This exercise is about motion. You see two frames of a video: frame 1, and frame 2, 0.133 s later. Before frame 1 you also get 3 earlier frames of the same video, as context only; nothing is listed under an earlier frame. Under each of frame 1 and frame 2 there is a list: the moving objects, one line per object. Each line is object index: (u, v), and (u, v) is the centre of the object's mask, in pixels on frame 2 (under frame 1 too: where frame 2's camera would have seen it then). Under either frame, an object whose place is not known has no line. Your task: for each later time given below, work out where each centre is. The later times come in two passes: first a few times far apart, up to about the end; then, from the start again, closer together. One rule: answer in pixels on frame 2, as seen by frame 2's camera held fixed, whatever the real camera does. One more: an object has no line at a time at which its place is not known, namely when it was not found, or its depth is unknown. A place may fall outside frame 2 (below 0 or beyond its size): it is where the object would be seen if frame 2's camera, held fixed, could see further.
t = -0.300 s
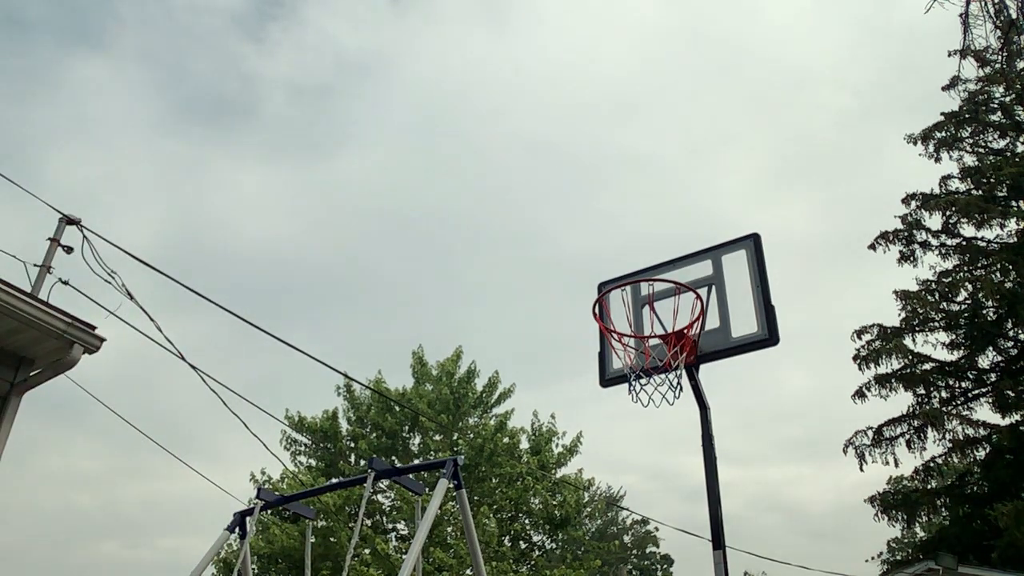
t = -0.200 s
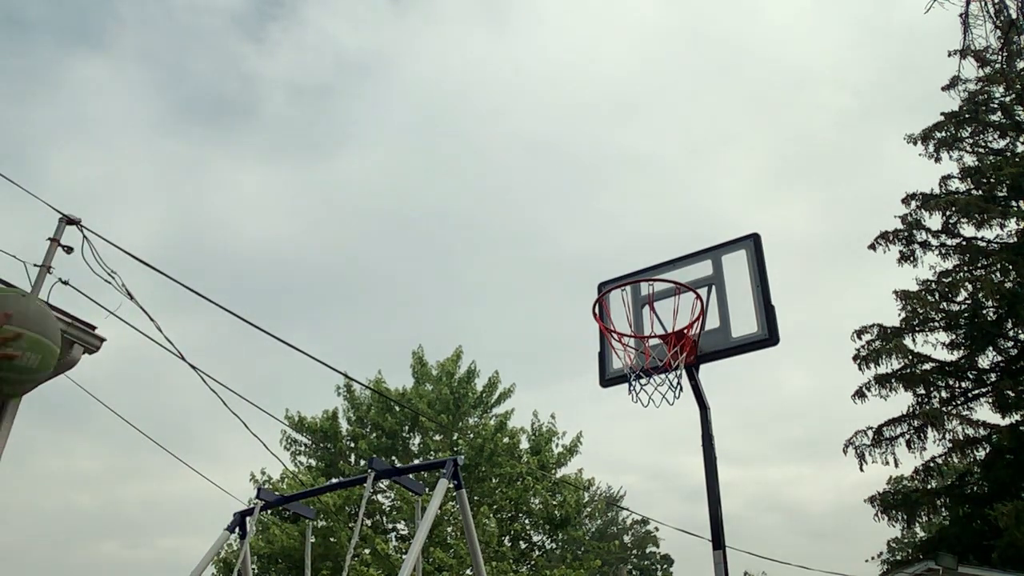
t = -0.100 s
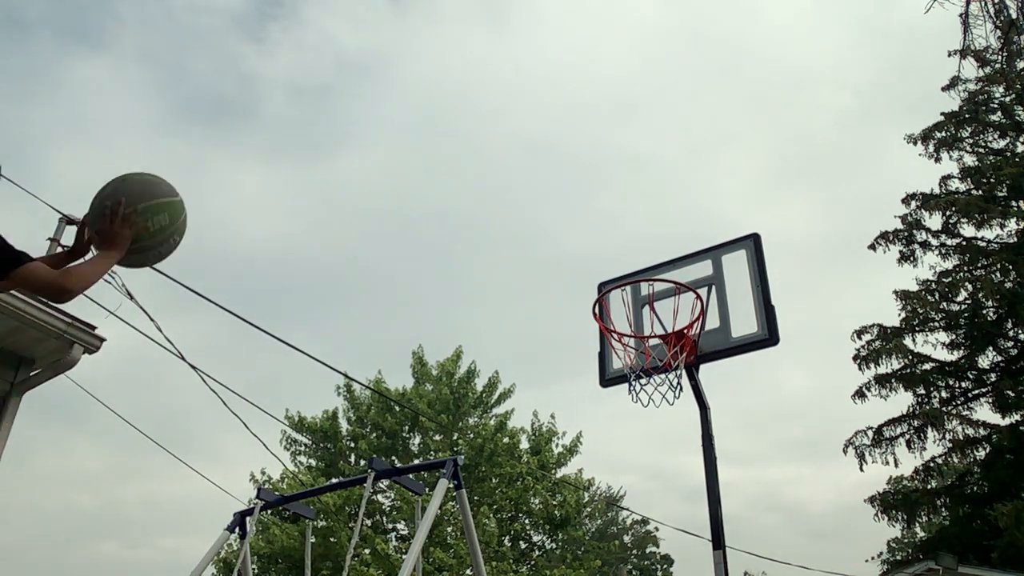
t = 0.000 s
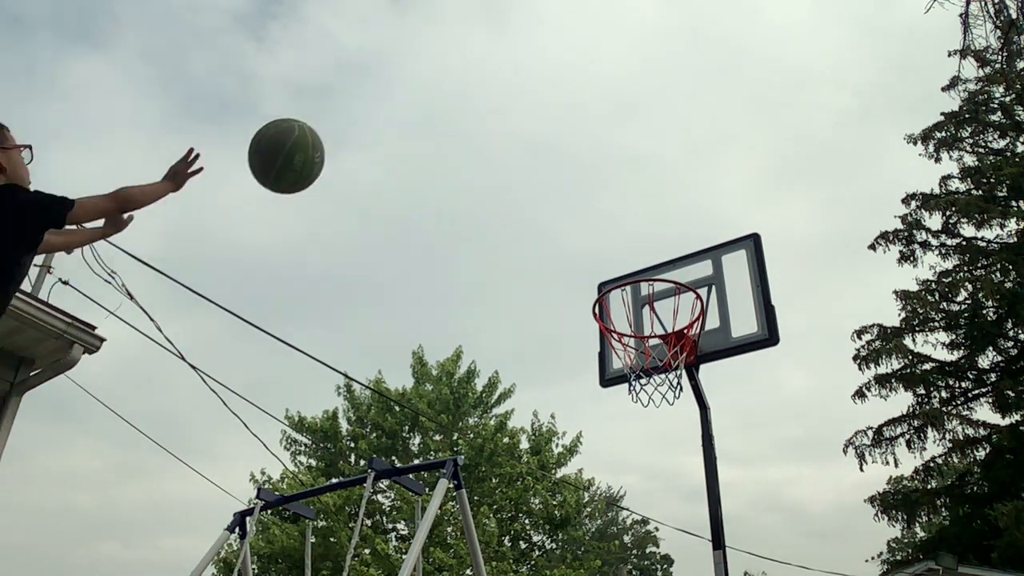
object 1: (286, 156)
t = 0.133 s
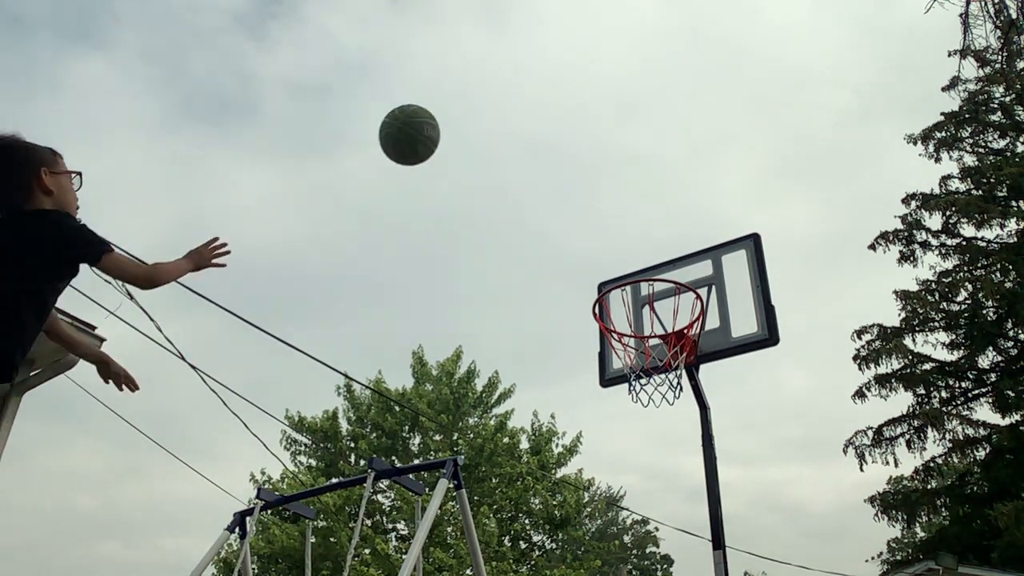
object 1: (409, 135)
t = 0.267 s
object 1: (491, 151)
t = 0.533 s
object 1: (607, 254)
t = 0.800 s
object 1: (610, 291)
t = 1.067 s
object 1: (584, 296)
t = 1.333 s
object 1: (529, 350)
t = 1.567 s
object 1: (468, 538)
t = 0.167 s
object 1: (432, 136)
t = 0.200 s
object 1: (453, 139)
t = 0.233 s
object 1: (473, 144)
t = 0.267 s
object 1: (491, 151)
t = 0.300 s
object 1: (508, 159)
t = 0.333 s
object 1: (524, 169)
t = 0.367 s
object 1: (539, 180)
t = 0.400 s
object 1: (554, 192)
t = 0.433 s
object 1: (568, 206)
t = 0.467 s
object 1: (582, 221)
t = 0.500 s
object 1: (595, 237)
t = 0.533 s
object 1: (607, 254)
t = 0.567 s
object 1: (619, 272)
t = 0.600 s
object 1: (628, 289)
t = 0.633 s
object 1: (625, 296)
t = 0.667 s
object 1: (626, 305)
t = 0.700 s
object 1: (622, 314)
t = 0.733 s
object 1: (620, 311)
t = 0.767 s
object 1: (613, 300)
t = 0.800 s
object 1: (610, 291)
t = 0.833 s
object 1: (606, 285)
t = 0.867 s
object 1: (603, 281)
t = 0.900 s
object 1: (599, 278)
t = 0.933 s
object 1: (596, 278)
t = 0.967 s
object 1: (593, 280)
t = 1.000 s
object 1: (590, 283)
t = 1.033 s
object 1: (586, 289)
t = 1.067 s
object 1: (584, 296)
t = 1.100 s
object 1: (578, 295)
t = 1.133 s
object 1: (572, 297)
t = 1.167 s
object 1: (565, 300)
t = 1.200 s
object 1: (558, 306)
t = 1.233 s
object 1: (551, 313)
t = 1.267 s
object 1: (544, 323)
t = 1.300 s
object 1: (537, 335)
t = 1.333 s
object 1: (529, 350)
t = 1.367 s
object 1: (521, 367)
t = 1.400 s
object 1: (513, 387)
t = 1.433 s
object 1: (505, 410)
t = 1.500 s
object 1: (488, 466)
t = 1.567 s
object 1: (468, 538)
